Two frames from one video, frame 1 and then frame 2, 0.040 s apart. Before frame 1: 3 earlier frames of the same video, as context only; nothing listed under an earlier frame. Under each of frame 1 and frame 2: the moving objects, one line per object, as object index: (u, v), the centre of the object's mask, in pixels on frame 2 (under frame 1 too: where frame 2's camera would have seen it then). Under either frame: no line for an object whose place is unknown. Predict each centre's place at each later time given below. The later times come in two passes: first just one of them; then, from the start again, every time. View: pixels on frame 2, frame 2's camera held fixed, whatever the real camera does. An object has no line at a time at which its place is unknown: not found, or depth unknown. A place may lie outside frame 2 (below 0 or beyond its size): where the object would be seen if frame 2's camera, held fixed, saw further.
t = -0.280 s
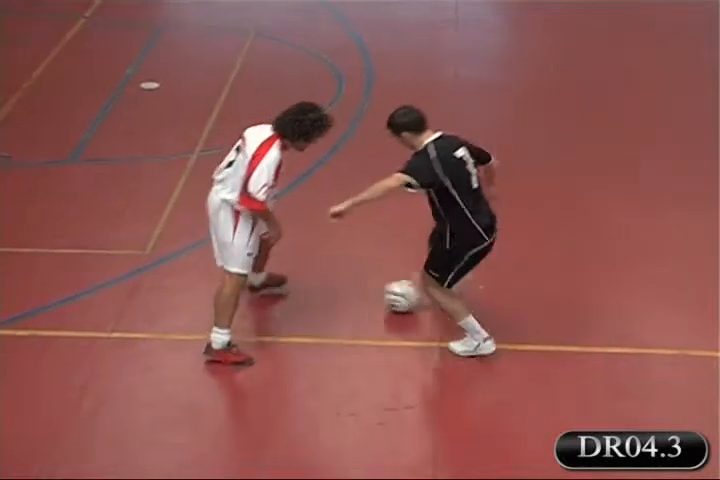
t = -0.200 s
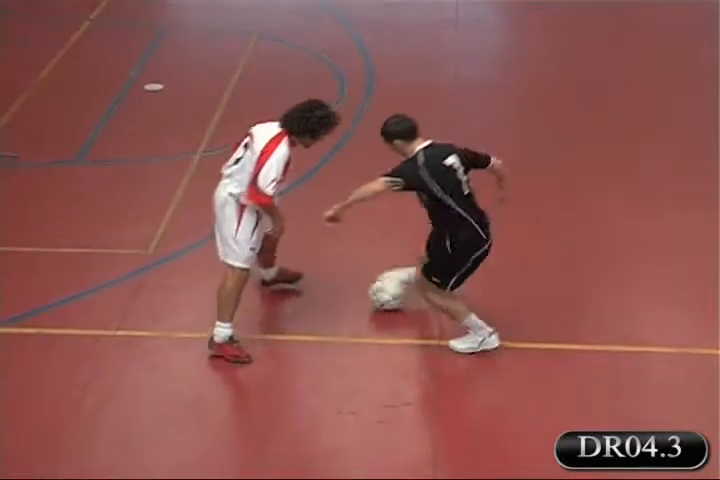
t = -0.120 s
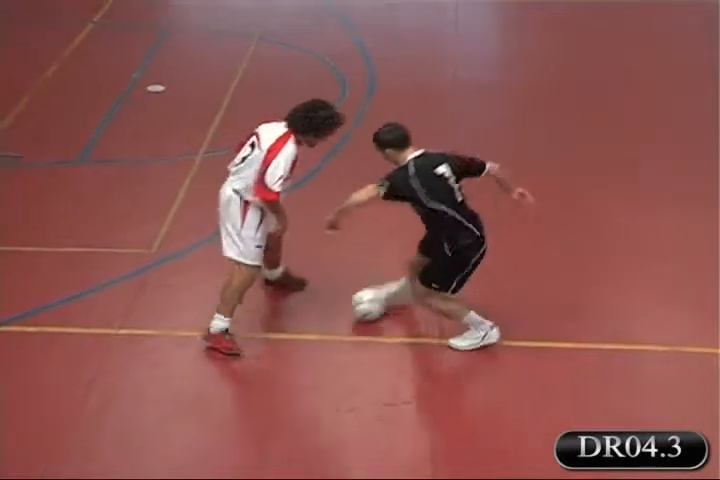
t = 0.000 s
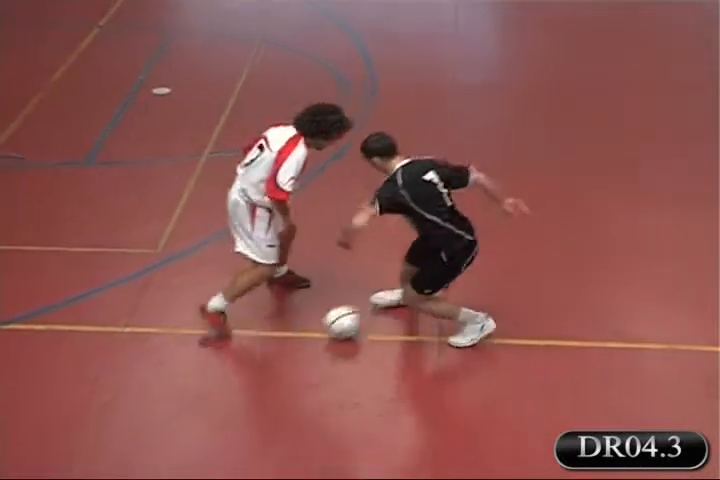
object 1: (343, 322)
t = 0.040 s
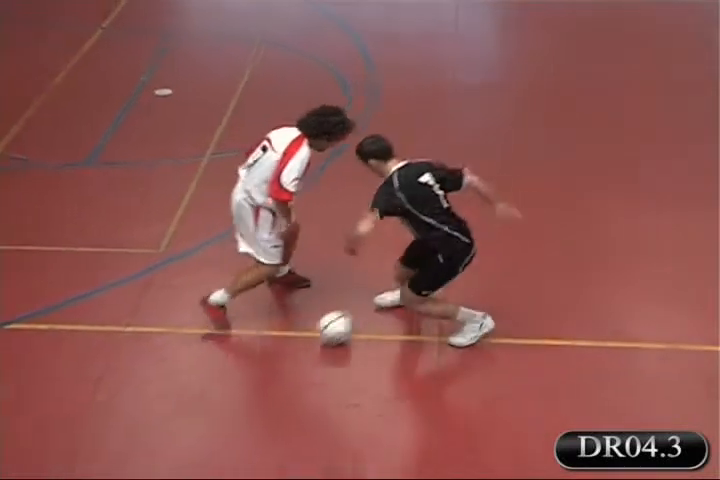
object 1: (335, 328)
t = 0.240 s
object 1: (292, 357)
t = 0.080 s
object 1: (326, 334)
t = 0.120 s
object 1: (317, 339)
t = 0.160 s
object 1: (309, 346)
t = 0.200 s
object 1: (300, 351)
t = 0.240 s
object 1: (292, 357)
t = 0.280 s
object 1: (284, 363)
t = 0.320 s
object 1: (275, 369)
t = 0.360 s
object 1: (266, 374)
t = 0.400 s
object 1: (259, 380)
